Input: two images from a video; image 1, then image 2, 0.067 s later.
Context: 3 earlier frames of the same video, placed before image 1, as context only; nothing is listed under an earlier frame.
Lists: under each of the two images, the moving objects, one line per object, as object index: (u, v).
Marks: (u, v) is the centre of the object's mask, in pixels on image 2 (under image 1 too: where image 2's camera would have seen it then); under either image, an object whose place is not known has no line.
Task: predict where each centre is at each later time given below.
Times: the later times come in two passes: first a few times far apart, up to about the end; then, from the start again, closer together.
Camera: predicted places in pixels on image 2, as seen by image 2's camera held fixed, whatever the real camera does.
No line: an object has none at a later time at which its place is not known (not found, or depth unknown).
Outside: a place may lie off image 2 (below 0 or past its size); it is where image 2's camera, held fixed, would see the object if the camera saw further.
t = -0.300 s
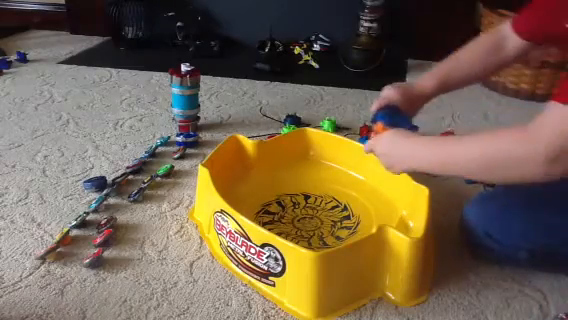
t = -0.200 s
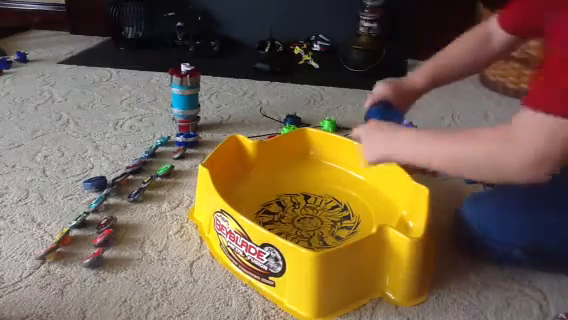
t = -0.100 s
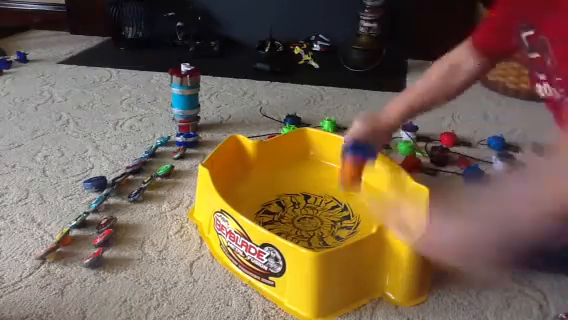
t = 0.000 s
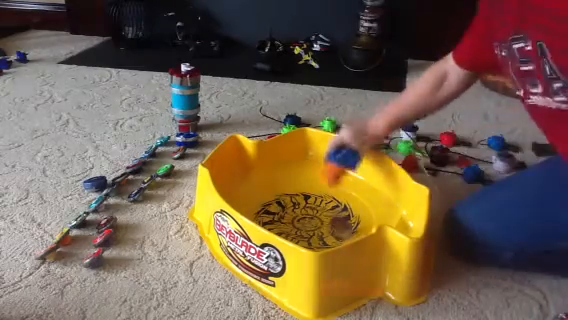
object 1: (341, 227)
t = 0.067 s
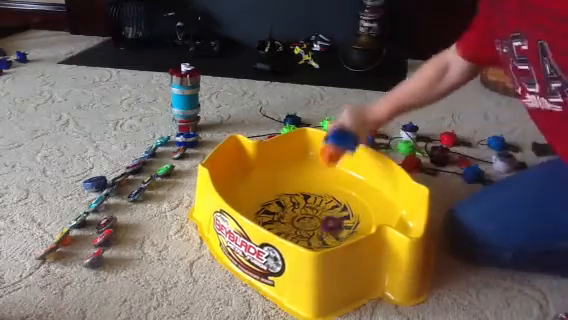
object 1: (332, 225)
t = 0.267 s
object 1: (312, 241)
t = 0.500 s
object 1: (325, 235)
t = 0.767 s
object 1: (357, 212)
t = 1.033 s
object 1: (358, 196)
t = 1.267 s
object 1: (344, 193)
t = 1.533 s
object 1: (328, 198)
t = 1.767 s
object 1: (322, 207)
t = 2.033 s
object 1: (323, 216)
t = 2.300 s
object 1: (326, 224)
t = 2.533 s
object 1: (326, 227)
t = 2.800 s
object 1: (327, 228)
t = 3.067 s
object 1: (322, 228)
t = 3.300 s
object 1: (330, 225)
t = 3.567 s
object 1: (338, 213)
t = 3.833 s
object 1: (327, 194)
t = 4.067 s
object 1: (299, 190)
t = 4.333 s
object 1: (280, 191)
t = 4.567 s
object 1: (274, 195)
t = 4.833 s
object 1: (266, 194)
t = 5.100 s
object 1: (236, 175)
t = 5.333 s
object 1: (237, 175)
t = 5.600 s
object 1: (237, 174)
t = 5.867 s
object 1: (237, 174)
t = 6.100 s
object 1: (238, 175)
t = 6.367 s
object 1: (239, 175)
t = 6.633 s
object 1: (239, 175)
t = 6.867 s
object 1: (239, 175)
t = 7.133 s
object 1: (239, 175)
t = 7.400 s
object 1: (239, 176)
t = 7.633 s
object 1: (239, 176)
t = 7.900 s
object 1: (238, 176)
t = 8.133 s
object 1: (237, 177)
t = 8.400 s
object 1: (238, 177)
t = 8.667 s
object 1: (238, 177)
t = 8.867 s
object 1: (238, 176)
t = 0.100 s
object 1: (326, 230)
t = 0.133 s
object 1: (320, 240)
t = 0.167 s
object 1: (316, 239)
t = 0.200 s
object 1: (314, 241)
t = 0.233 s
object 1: (312, 241)
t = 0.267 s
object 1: (312, 241)
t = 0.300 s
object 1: (313, 241)
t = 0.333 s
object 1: (312, 241)
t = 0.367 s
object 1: (311, 241)
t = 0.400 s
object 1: (313, 240)
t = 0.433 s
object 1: (316, 239)
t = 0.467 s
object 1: (320, 235)
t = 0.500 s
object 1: (325, 235)
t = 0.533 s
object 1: (330, 230)
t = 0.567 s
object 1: (336, 230)
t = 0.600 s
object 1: (341, 228)
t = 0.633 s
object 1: (344, 224)
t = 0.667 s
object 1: (348, 221)
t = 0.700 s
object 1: (352, 218)
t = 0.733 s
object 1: (355, 214)
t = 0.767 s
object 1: (357, 212)
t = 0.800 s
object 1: (359, 210)
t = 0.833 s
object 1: (361, 207)
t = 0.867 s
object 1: (361, 204)
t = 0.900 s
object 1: (362, 203)
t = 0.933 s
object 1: (361, 201)
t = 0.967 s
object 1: (360, 199)
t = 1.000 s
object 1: (359, 198)
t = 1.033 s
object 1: (358, 196)
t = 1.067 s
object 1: (356, 195)
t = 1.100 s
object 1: (355, 194)
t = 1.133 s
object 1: (352, 194)
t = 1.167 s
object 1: (351, 193)
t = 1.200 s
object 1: (348, 193)
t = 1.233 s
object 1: (346, 193)
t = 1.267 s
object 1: (344, 193)
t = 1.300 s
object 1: (341, 193)
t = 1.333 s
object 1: (339, 193)
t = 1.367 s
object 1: (336, 194)
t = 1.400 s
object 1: (334, 194)
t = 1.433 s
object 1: (332, 194)
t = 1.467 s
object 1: (330, 196)
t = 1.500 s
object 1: (329, 198)
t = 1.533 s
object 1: (328, 198)
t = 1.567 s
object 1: (327, 199)
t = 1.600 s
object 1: (325, 200)
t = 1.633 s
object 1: (324, 202)
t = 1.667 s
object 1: (324, 203)
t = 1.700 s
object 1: (323, 204)
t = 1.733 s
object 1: (322, 206)
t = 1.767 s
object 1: (322, 207)
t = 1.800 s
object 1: (322, 208)
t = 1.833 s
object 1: (322, 209)
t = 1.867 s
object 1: (322, 210)
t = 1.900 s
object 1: (323, 212)
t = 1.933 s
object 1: (323, 214)
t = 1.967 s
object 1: (322, 214)
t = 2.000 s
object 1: (324, 216)
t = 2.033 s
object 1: (323, 216)
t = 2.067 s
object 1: (324, 217)
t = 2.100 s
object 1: (324, 218)
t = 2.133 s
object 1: (324, 219)
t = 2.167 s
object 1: (325, 220)
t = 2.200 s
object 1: (326, 222)
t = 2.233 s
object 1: (326, 223)
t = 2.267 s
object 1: (326, 224)
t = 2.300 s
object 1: (326, 224)
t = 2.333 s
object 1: (326, 224)
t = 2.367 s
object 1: (326, 224)
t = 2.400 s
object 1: (326, 225)
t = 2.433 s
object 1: (326, 226)
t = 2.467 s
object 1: (326, 227)
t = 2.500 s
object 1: (326, 227)
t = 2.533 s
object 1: (326, 227)
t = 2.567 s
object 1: (327, 227)
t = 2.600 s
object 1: (327, 228)
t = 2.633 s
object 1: (327, 228)
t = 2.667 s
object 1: (327, 228)
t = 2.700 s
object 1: (327, 228)
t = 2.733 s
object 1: (327, 228)
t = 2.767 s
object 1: (327, 228)
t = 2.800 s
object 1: (327, 228)
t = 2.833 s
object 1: (327, 228)
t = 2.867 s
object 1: (327, 228)
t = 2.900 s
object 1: (326, 228)
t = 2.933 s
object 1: (326, 228)
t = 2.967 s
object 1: (326, 228)
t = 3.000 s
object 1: (324, 228)
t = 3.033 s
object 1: (323, 228)
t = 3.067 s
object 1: (322, 228)
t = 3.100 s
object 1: (321, 227)
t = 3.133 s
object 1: (320, 229)
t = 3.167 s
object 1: (321, 229)
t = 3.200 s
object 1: (326, 227)
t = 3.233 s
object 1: (328, 226)
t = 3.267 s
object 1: (330, 226)
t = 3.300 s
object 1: (330, 225)
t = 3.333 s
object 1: (330, 224)
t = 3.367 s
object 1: (330, 224)
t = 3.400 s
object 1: (330, 223)
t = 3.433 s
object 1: (329, 222)
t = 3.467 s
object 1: (328, 222)
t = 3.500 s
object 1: (330, 222)
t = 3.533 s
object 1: (334, 216)
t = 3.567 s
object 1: (338, 213)
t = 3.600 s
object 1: (341, 211)
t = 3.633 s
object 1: (343, 209)
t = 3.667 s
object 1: (341, 204)
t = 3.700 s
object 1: (341, 202)
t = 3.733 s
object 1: (338, 200)
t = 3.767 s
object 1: (334, 198)
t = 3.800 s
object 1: (331, 196)
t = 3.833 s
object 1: (327, 194)
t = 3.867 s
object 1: (322, 194)
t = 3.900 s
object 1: (318, 192)
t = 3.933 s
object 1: (313, 191)
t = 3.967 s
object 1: (308, 190)
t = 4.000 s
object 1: (304, 190)
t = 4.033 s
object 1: (301, 190)
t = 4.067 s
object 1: (299, 190)
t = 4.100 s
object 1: (296, 189)
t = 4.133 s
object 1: (293, 189)
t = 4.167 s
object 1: (290, 189)
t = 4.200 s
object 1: (288, 190)
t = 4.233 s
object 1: (286, 190)
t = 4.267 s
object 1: (283, 191)
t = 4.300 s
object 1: (281, 191)
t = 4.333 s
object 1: (280, 191)
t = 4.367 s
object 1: (278, 191)
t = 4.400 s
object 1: (277, 192)
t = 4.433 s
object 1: (276, 192)
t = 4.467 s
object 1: (275, 193)
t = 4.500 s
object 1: (275, 194)
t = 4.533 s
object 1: (275, 195)
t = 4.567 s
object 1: (274, 195)
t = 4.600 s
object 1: (275, 196)
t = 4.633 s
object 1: (275, 198)
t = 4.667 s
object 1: (275, 198)
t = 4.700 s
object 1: (274, 199)
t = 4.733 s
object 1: (274, 199)
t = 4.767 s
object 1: (275, 200)
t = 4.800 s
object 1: (274, 199)
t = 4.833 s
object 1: (266, 194)
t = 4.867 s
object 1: (259, 187)
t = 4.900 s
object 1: (252, 181)
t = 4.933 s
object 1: (248, 177)
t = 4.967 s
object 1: (245, 175)
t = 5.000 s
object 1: (243, 174)
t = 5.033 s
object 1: (241, 175)
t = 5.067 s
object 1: (236, 176)
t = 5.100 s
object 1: (236, 175)
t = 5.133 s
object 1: (237, 175)
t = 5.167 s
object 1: (237, 175)
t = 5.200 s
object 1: (237, 175)
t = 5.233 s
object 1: (237, 175)
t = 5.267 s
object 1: (237, 175)
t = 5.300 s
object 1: (237, 174)
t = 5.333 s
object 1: (237, 175)
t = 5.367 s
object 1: (237, 174)
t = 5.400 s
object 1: (237, 174)
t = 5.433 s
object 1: (237, 174)
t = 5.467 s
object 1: (237, 174)
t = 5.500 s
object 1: (237, 174)
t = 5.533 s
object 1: (237, 174)
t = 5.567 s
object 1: (237, 174)
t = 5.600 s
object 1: (237, 174)
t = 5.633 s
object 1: (237, 174)
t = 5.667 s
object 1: (237, 174)
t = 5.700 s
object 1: (237, 174)
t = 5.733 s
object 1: (237, 174)
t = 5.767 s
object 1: (237, 174)
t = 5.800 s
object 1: (237, 174)
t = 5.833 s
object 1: (237, 174)
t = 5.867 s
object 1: (237, 174)
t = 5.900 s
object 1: (237, 174)
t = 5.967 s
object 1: (238, 174)
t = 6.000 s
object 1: (238, 175)
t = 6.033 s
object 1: (238, 175)
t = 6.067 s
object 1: (238, 175)
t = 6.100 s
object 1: (238, 175)
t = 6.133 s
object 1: (238, 175)
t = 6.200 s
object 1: (238, 175)
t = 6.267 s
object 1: (239, 175)
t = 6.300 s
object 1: (239, 175)
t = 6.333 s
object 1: (239, 175)
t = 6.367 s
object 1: (239, 175)
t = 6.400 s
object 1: (239, 175)
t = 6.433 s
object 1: (239, 175)
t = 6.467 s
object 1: (239, 175)
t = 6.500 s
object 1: (239, 175)
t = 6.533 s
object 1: (239, 175)
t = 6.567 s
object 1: (239, 175)
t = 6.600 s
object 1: (239, 175)
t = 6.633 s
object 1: (239, 175)
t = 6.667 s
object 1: (239, 175)
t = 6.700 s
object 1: (239, 175)
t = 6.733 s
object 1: (239, 175)
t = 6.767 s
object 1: (239, 175)
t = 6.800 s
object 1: (239, 176)
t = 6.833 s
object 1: (239, 175)
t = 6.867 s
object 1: (239, 175)
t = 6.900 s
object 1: (239, 175)
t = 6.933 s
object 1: (239, 175)
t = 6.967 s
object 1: (239, 176)
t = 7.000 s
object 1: (239, 176)
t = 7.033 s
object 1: (239, 175)
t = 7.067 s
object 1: (239, 176)
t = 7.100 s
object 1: (239, 176)
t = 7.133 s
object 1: (239, 175)
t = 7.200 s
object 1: (239, 176)
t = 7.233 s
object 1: (239, 176)
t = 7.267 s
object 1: (239, 176)
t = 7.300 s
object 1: (239, 176)
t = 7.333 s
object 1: (239, 176)
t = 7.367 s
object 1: (239, 176)
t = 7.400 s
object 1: (239, 176)
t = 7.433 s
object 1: (239, 176)
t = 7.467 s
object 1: (239, 176)
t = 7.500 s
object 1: (239, 176)
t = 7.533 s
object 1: (239, 176)
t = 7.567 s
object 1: (239, 176)
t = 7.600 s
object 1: (239, 176)
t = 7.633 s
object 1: (239, 176)
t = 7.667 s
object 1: (239, 176)
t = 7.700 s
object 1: (239, 176)
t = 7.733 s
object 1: (239, 176)
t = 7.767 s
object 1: (239, 176)
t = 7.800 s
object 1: (239, 176)
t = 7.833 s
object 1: (238, 176)
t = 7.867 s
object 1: (238, 176)
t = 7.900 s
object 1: (238, 176)
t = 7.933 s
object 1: (238, 177)
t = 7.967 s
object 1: (238, 177)
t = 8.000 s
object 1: (237, 177)
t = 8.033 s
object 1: (237, 177)
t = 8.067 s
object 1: (237, 177)
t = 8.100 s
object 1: (237, 177)
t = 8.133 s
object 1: (237, 177)
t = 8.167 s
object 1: (237, 177)
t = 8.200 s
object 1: (237, 177)
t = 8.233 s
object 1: (237, 177)
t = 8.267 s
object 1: (237, 177)
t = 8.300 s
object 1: (238, 177)
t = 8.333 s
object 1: (238, 177)
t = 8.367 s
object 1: (237, 177)
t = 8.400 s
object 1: (238, 177)
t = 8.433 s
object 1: (237, 177)
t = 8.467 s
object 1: (237, 177)
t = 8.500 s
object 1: (238, 177)
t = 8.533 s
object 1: (238, 177)
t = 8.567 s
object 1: (238, 177)
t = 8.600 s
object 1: (237, 177)
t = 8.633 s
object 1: (238, 177)
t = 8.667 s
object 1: (238, 177)
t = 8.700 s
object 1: (238, 177)
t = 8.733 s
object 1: (238, 177)
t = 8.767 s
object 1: (238, 177)
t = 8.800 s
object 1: (238, 176)
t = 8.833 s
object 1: (238, 176)
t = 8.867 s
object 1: (238, 176)
